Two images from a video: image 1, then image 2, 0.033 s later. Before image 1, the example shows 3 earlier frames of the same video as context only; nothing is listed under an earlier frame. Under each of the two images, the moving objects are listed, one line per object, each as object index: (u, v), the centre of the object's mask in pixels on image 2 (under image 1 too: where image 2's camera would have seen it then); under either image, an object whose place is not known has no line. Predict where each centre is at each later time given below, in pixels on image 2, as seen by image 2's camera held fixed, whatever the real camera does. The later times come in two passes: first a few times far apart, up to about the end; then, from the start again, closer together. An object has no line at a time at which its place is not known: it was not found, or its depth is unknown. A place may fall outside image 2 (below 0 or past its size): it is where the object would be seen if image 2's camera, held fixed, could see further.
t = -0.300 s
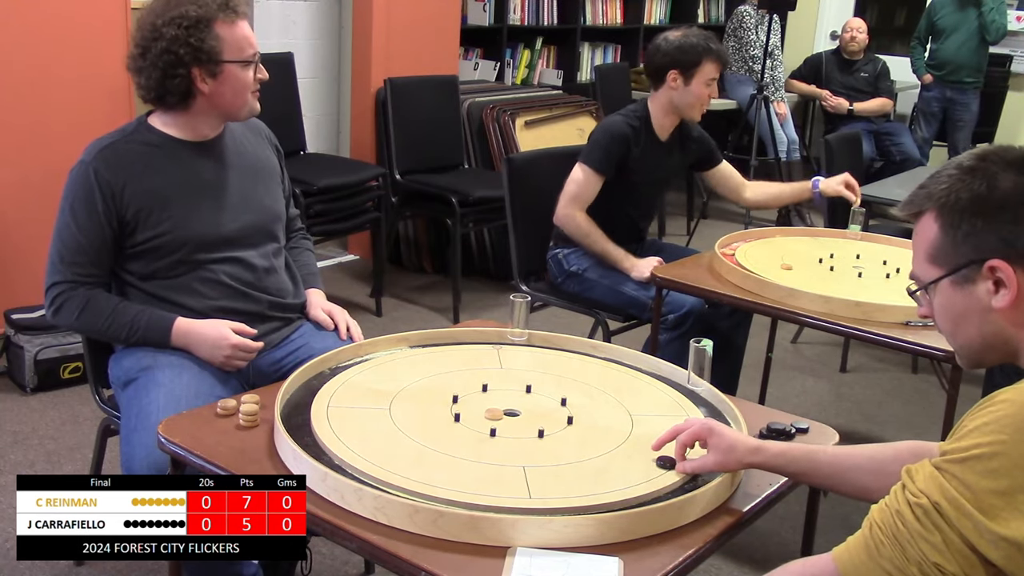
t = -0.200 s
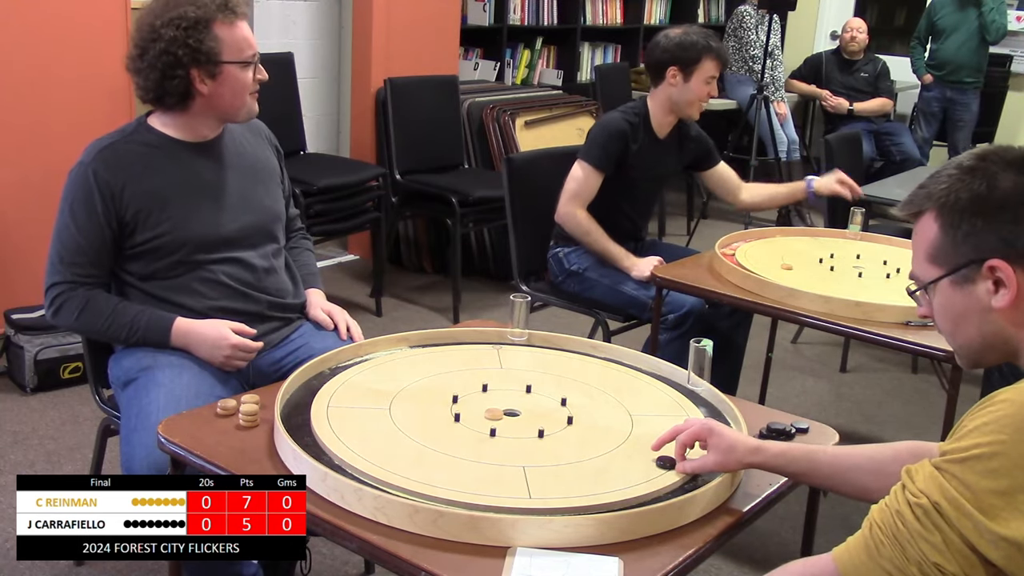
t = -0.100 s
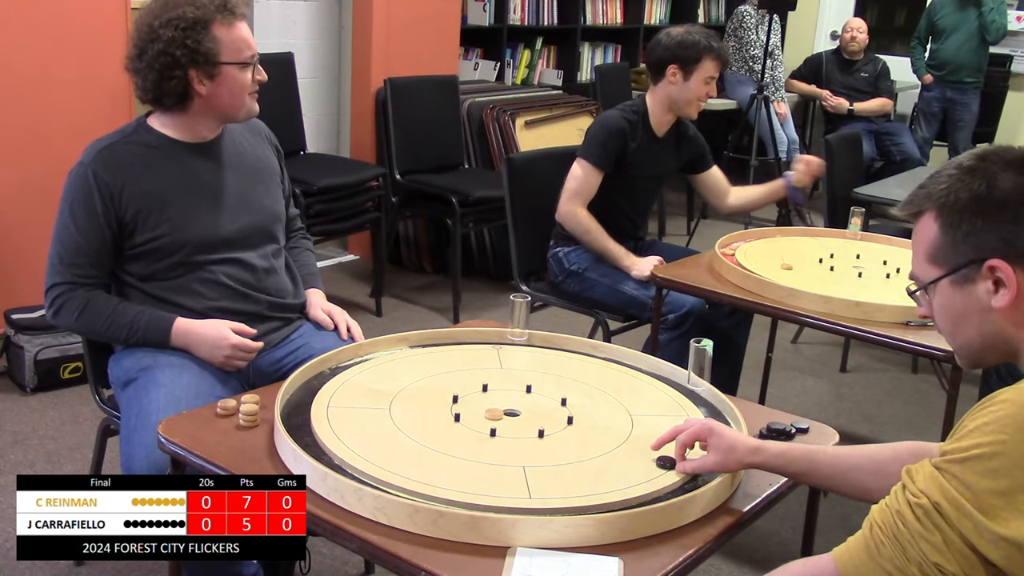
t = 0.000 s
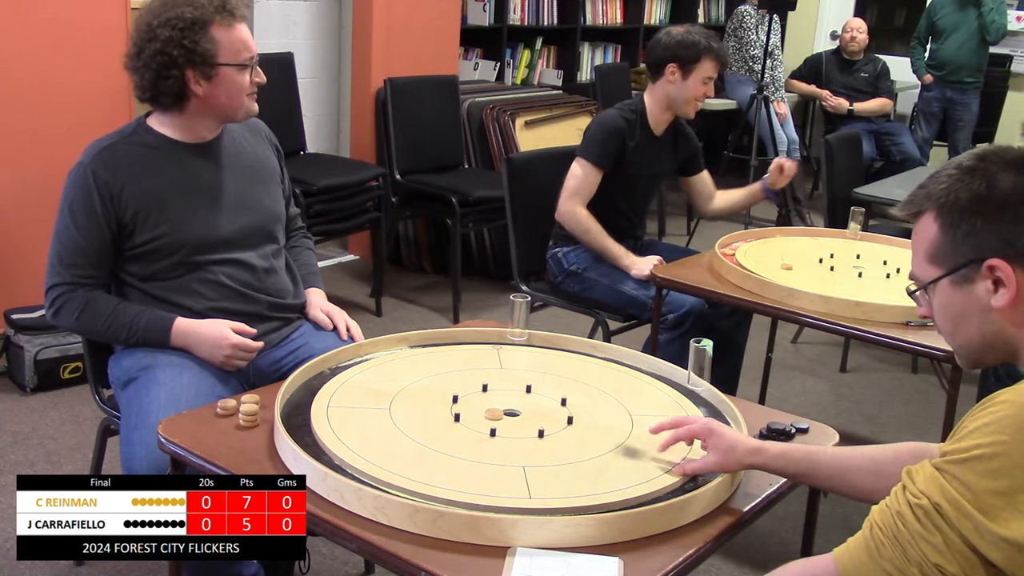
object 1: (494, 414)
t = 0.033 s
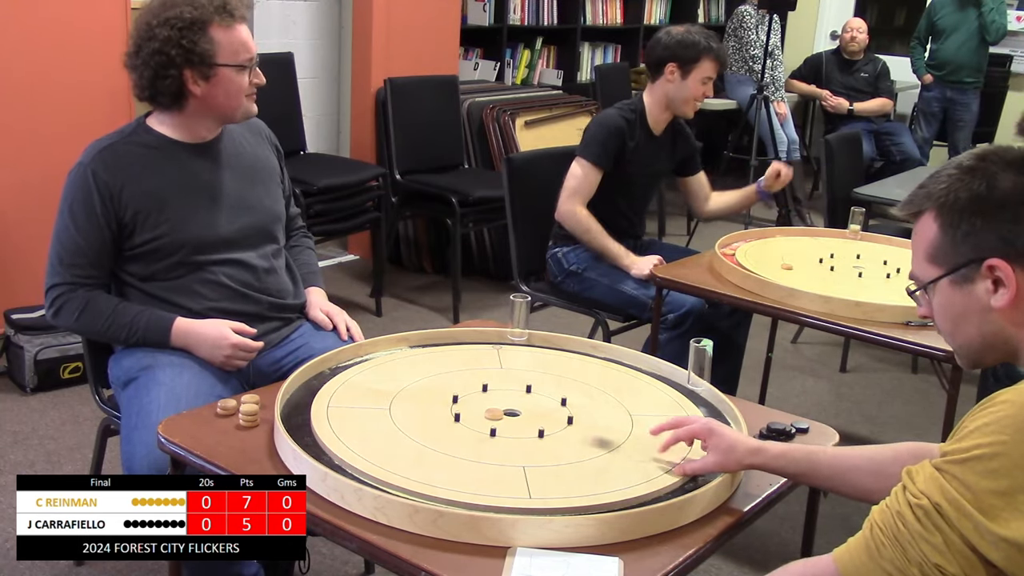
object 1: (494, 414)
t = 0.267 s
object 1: (439, 412)
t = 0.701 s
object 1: (294, 404)
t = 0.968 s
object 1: (301, 406)
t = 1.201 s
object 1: (301, 406)
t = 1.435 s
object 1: (301, 406)
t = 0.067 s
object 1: (494, 414)
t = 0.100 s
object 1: (494, 414)
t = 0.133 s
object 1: (494, 414)
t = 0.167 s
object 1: (492, 413)
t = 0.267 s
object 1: (439, 412)
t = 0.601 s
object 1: (310, 402)
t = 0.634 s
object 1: (301, 403)
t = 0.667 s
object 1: (294, 405)
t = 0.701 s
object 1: (294, 404)
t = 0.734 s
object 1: (298, 405)
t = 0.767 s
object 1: (301, 406)
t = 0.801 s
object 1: (301, 406)
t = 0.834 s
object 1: (301, 406)
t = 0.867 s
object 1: (301, 406)
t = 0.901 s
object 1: (301, 406)
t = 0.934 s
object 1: (301, 406)
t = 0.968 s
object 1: (301, 406)
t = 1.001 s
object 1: (301, 406)
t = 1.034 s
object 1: (301, 406)
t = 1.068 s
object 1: (301, 406)
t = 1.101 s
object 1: (301, 406)
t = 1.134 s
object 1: (301, 406)
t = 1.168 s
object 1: (301, 406)
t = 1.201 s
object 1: (301, 406)
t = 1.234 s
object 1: (301, 406)
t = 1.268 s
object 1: (301, 406)
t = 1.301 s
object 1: (301, 406)
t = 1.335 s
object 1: (301, 406)
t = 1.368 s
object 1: (301, 406)
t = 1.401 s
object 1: (301, 406)
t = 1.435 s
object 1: (301, 406)
